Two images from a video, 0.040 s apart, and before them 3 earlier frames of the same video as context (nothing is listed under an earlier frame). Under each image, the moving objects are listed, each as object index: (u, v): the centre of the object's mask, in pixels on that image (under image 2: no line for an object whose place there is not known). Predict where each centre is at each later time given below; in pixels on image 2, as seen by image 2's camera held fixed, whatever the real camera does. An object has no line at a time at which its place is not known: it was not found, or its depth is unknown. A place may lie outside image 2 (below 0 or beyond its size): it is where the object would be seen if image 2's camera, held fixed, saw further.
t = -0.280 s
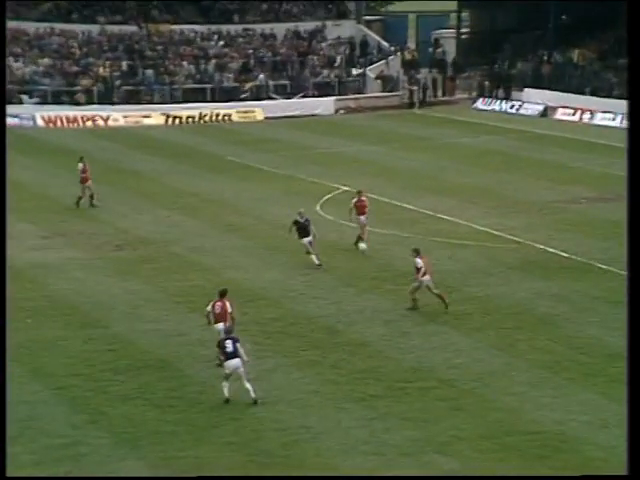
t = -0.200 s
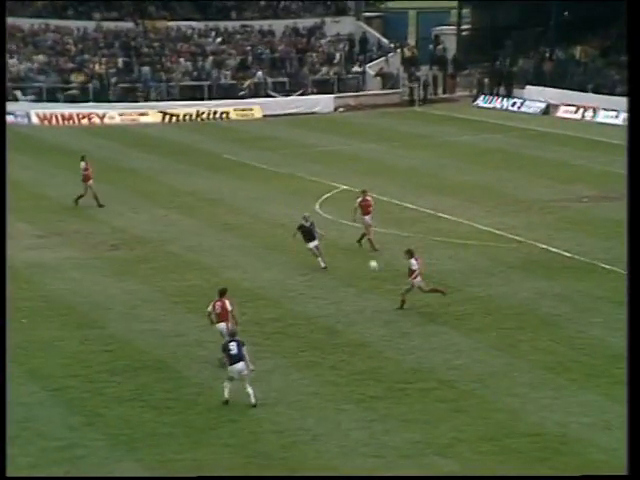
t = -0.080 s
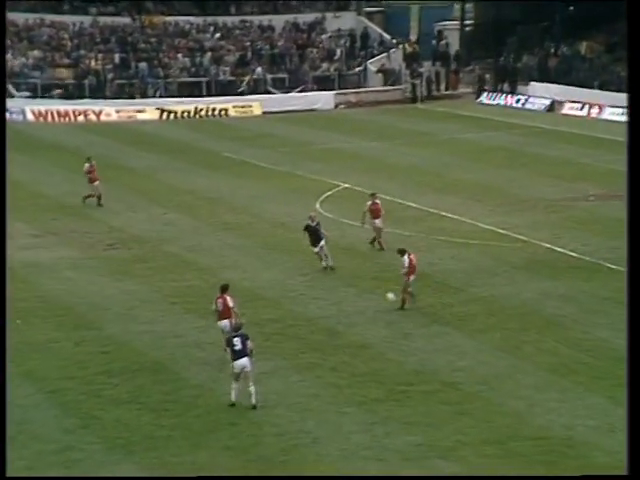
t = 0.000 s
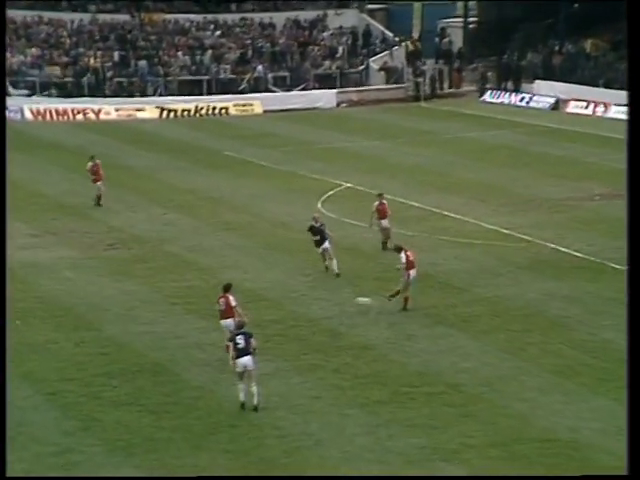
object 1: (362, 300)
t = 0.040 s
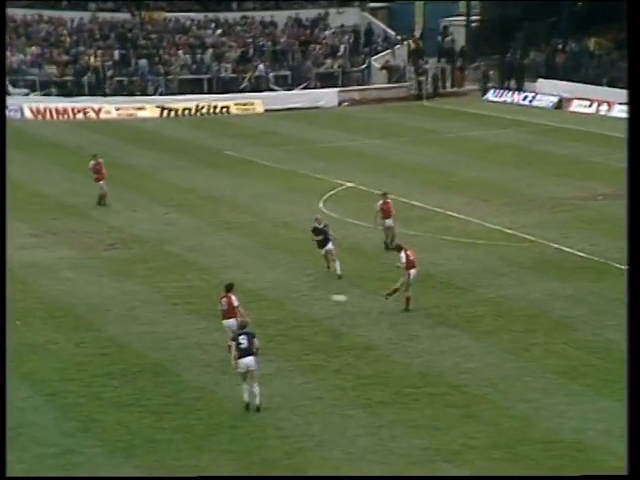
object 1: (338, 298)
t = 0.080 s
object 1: (311, 296)
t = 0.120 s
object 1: (285, 296)
